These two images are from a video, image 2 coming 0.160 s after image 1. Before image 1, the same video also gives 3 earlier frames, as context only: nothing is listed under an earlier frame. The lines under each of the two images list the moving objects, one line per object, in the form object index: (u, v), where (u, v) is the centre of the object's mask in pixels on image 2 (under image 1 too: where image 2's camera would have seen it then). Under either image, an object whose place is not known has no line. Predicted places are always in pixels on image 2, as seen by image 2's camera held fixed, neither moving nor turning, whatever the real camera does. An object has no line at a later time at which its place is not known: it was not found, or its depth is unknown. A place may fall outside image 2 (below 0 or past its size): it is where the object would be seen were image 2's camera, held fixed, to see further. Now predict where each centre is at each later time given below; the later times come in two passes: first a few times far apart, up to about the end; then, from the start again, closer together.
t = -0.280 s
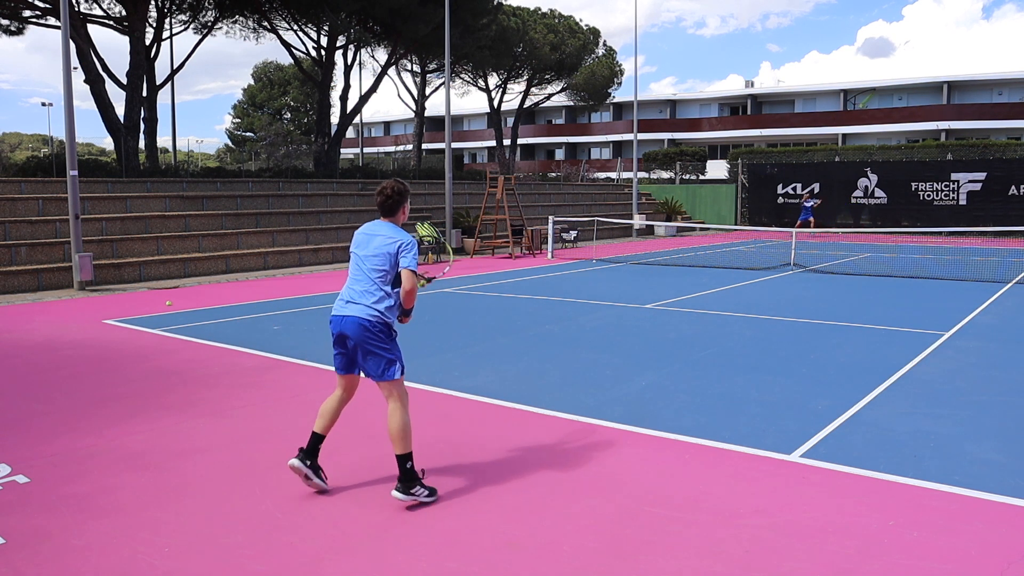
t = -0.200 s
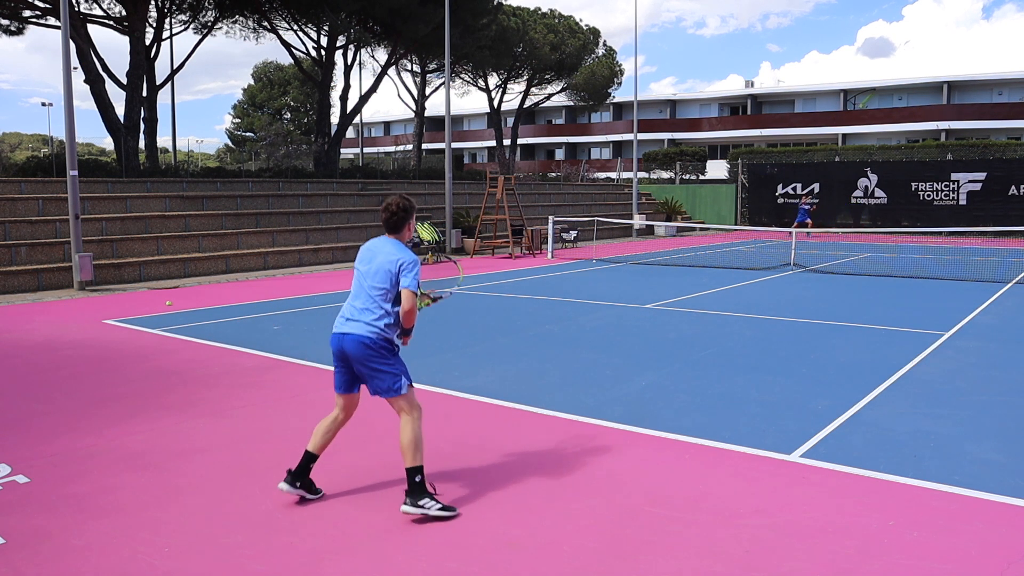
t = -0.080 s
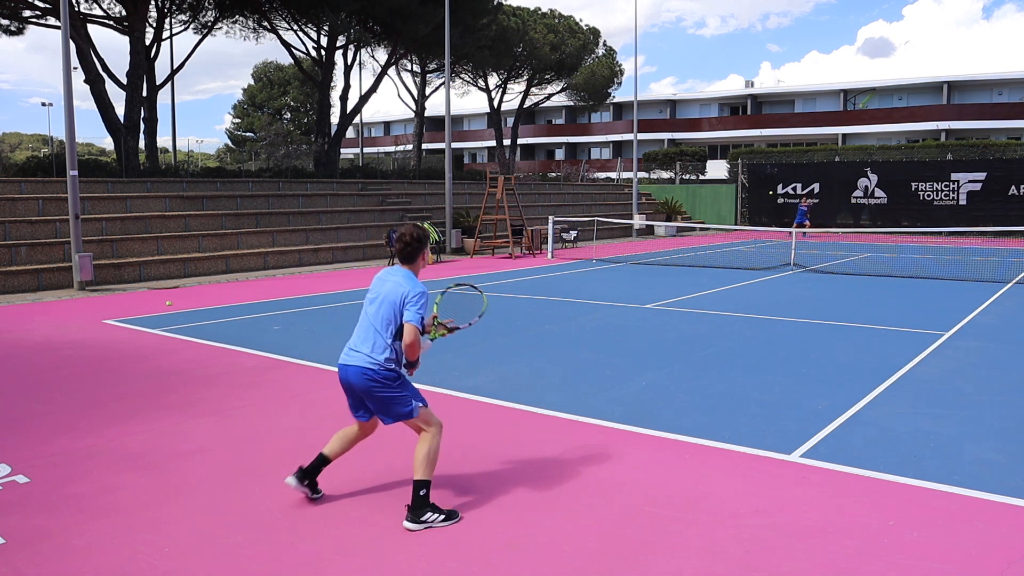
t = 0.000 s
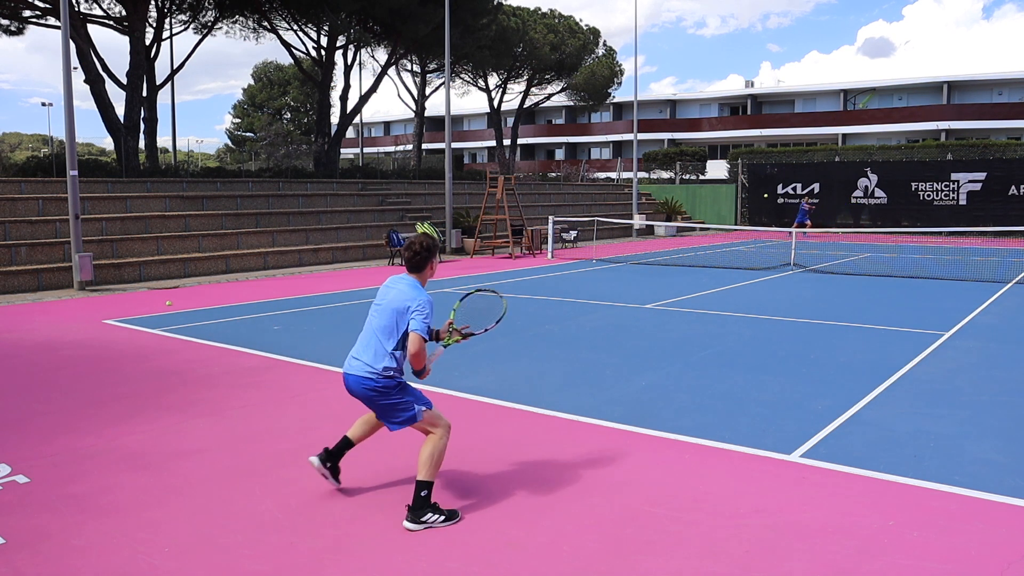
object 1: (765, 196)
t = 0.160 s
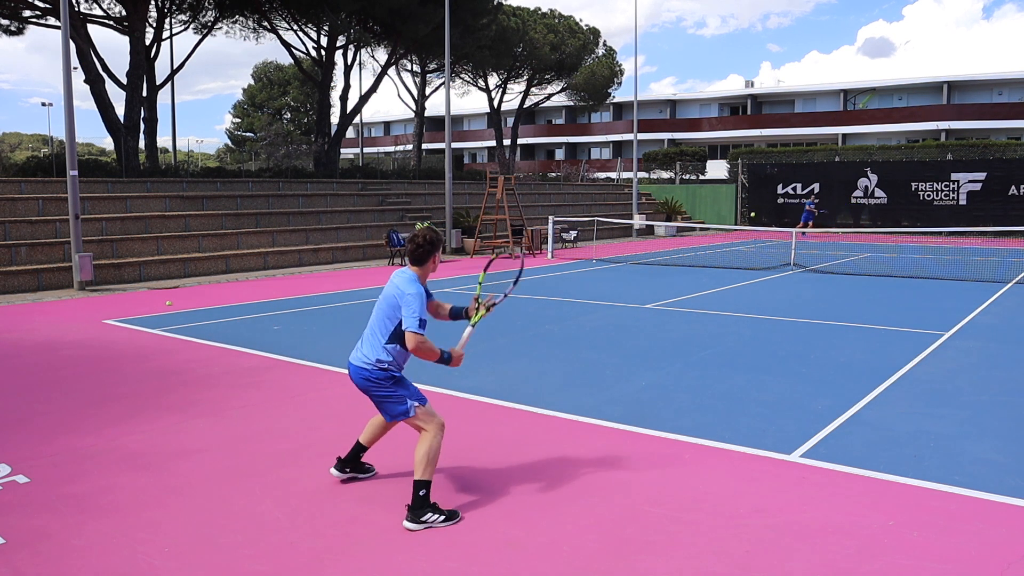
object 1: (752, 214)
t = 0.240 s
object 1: (744, 232)
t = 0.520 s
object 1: (703, 300)
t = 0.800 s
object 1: (651, 284)
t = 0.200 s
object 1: (748, 223)
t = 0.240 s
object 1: (744, 232)
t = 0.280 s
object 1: (739, 245)
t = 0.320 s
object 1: (733, 259)
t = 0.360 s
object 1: (727, 277)
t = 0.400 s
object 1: (720, 297)
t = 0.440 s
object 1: (712, 317)
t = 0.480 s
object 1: (707, 308)
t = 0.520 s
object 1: (703, 300)
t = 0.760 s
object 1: (661, 280)
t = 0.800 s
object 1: (651, 284)
